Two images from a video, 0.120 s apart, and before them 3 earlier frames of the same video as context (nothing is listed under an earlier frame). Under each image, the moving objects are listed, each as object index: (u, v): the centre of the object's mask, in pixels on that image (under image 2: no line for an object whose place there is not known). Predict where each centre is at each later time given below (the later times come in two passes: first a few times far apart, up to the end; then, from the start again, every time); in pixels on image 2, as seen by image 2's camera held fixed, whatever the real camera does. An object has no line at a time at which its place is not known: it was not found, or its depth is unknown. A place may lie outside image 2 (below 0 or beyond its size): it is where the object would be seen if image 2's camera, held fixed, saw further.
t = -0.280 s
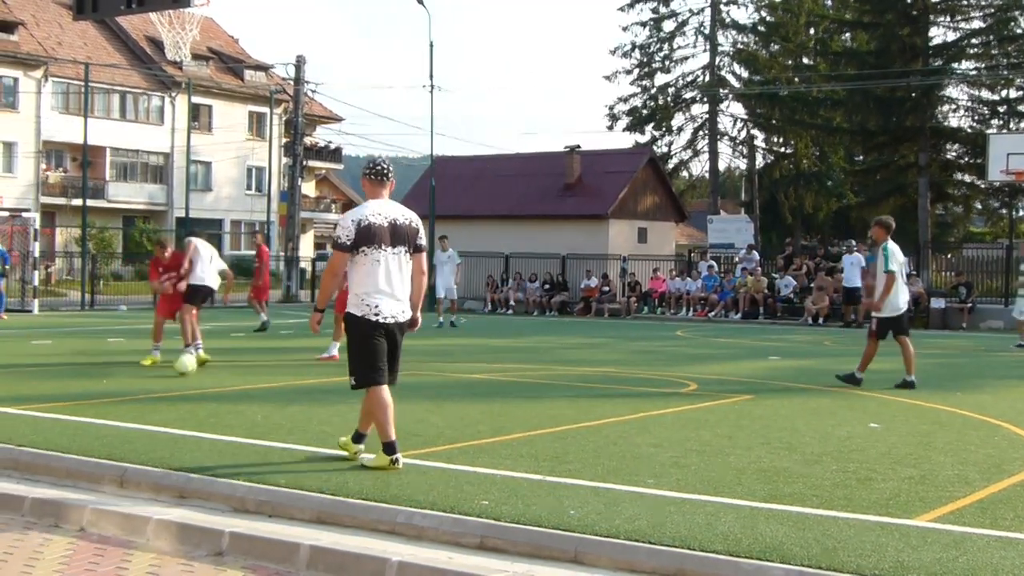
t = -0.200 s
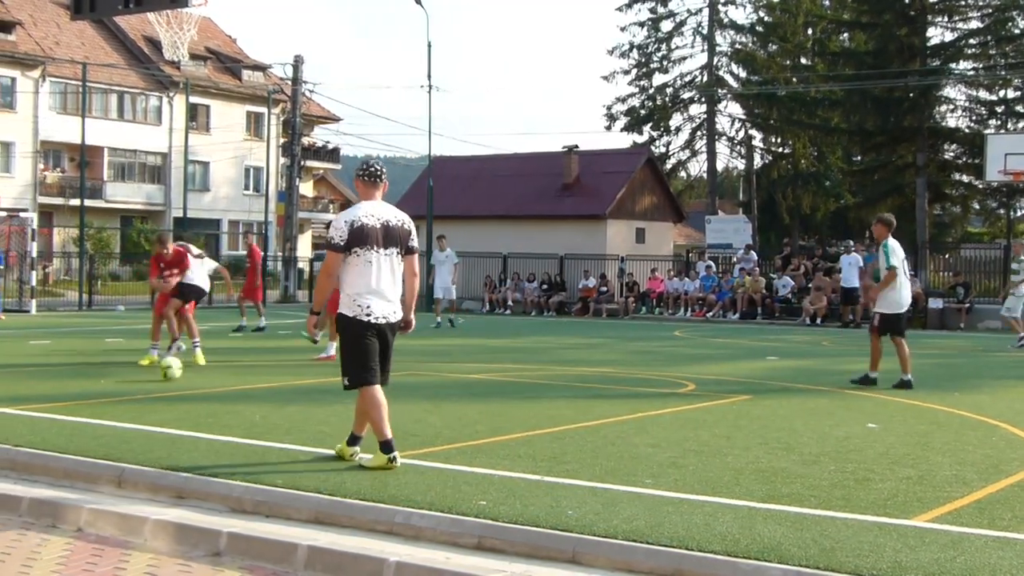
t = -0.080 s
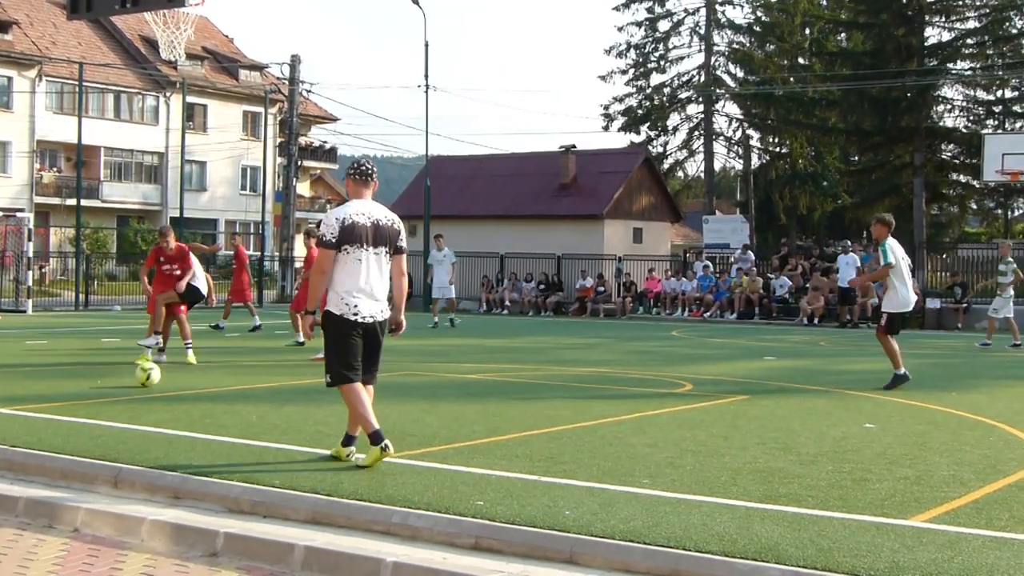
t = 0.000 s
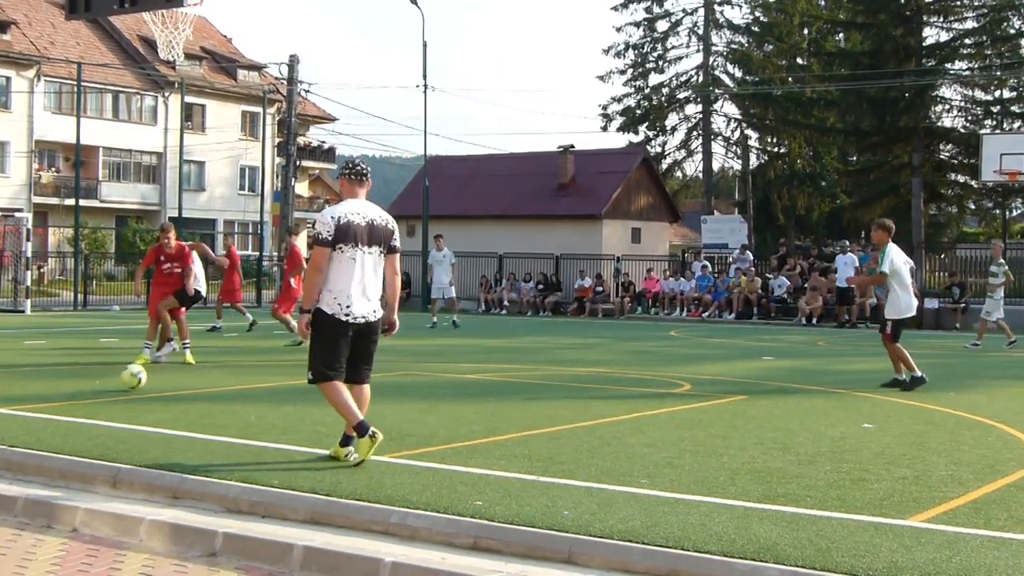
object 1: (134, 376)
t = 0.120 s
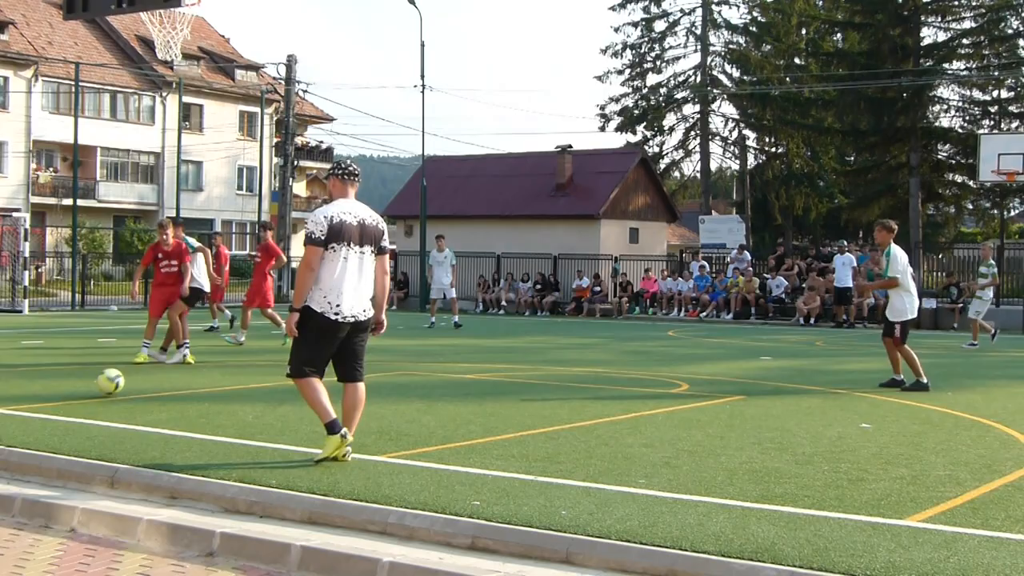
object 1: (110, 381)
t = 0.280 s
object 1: (79, 392)
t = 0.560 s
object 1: (16, 407)
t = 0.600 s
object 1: (11, 409)
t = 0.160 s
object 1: (103, 385)
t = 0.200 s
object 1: (95, 388)
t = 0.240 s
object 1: (87, 390)
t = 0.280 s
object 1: (79, 392)
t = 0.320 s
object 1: (70, 393)
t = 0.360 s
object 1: (62, 396)
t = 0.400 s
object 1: (52, 398)
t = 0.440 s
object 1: (43, 399)
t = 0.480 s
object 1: (35, 402)
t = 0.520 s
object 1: (24, 405)
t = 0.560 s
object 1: (16, 407)
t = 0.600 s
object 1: (11, 409)
